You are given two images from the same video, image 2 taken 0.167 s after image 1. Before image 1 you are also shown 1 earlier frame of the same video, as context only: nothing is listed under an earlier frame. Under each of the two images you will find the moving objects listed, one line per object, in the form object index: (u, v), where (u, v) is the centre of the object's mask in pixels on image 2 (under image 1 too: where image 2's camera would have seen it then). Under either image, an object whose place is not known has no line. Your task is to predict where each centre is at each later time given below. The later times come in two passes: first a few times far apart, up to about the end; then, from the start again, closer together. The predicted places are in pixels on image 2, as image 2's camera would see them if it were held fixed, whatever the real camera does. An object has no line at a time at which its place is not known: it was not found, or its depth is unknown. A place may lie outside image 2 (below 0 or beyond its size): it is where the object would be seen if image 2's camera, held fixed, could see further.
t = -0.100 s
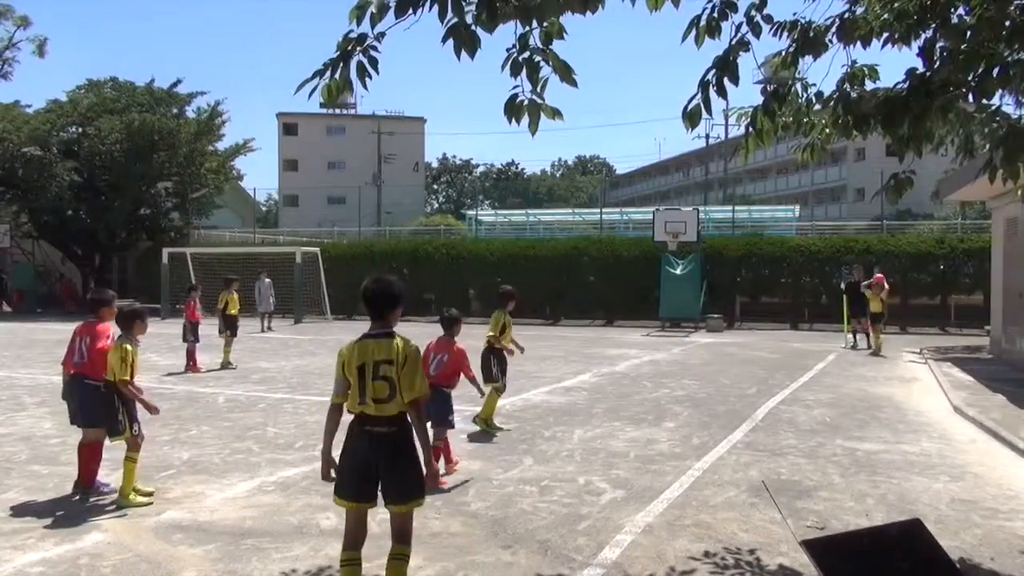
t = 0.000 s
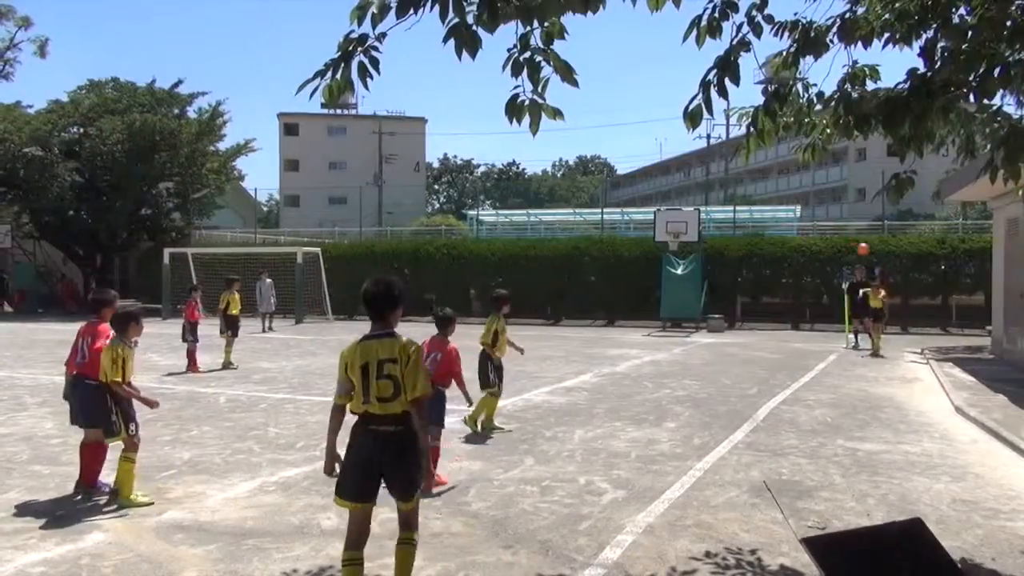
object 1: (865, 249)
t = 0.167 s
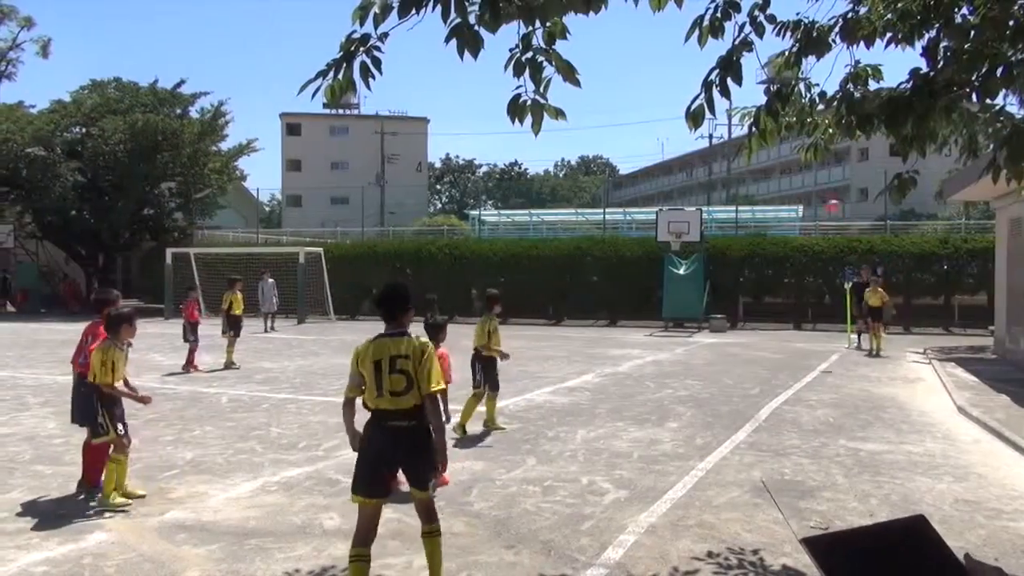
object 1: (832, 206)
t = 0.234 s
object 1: (818, 192)
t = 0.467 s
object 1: (765, 154)
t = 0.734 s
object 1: (679, 154)
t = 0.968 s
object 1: (583, 209)
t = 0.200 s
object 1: (826, 198)
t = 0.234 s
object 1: (818, 192)
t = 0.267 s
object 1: (811, 185)
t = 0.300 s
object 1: (804, 178)
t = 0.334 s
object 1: (796, 173)
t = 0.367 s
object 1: (790, 168)
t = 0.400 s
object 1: (780, 163)
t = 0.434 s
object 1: (770, 159)
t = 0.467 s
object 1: (765, 154)
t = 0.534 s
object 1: (741, 148)
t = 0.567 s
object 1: (732, 147)
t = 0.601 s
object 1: (723, 147)
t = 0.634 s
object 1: (713, 147)
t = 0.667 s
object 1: (701, 148)
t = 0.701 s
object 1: (690, 151)
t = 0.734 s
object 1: (679, 154)
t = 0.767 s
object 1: (667, 158)
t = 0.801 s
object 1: (654, 163)
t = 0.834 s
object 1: (640, 171)
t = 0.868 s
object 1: (628, 178)
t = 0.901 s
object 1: (613, 187)
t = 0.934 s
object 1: (599, 197)
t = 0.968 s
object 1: (583, 209)
